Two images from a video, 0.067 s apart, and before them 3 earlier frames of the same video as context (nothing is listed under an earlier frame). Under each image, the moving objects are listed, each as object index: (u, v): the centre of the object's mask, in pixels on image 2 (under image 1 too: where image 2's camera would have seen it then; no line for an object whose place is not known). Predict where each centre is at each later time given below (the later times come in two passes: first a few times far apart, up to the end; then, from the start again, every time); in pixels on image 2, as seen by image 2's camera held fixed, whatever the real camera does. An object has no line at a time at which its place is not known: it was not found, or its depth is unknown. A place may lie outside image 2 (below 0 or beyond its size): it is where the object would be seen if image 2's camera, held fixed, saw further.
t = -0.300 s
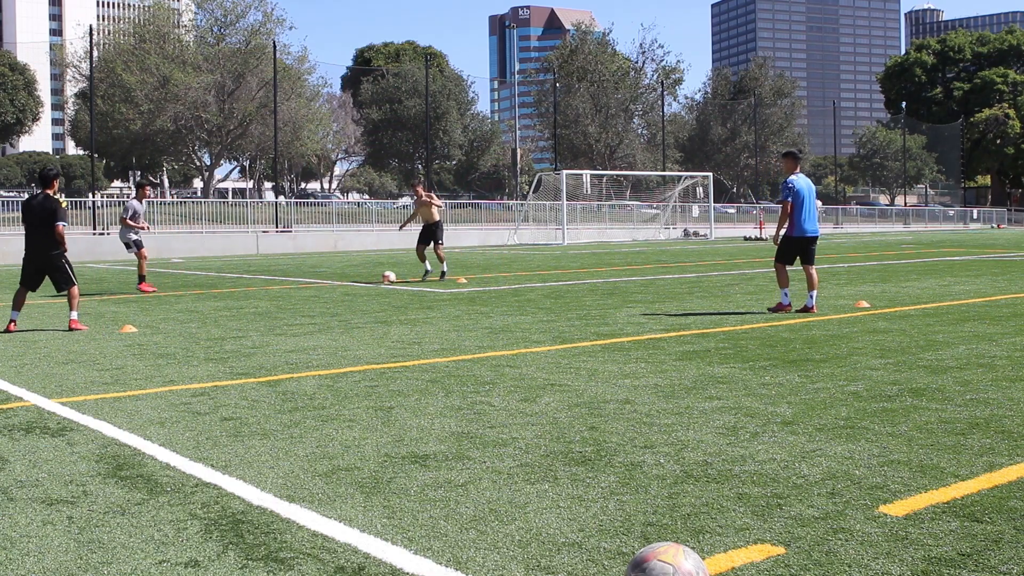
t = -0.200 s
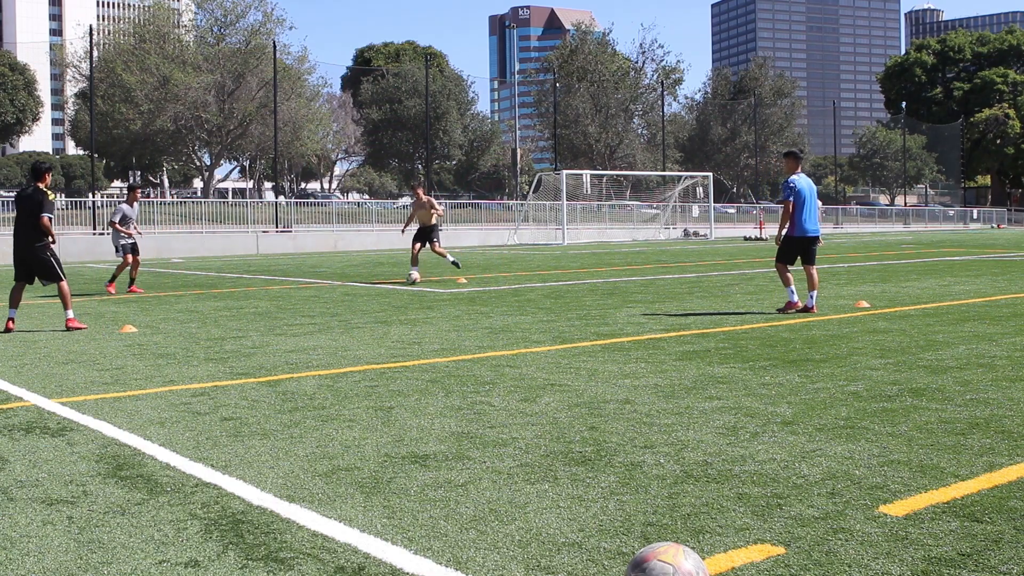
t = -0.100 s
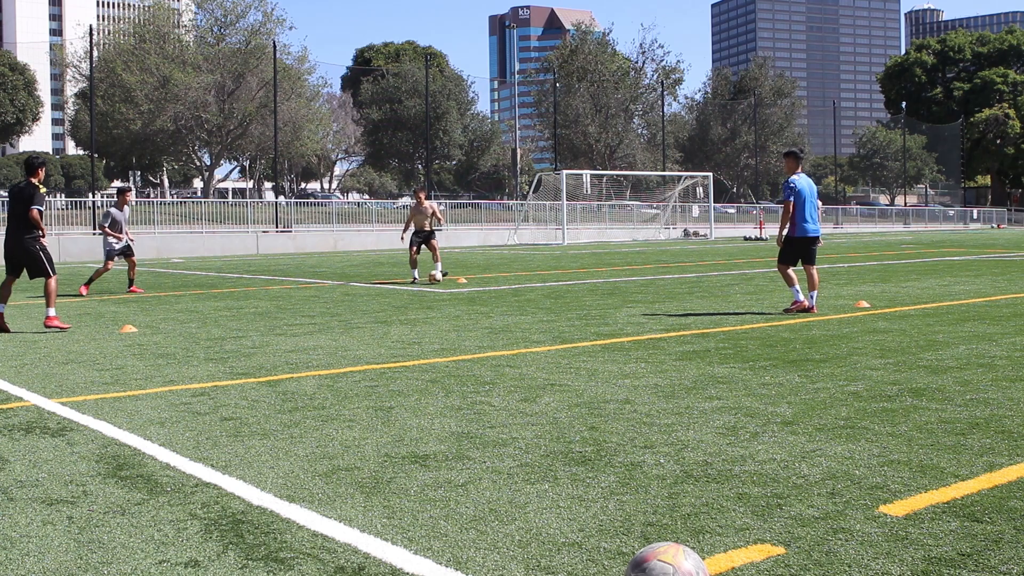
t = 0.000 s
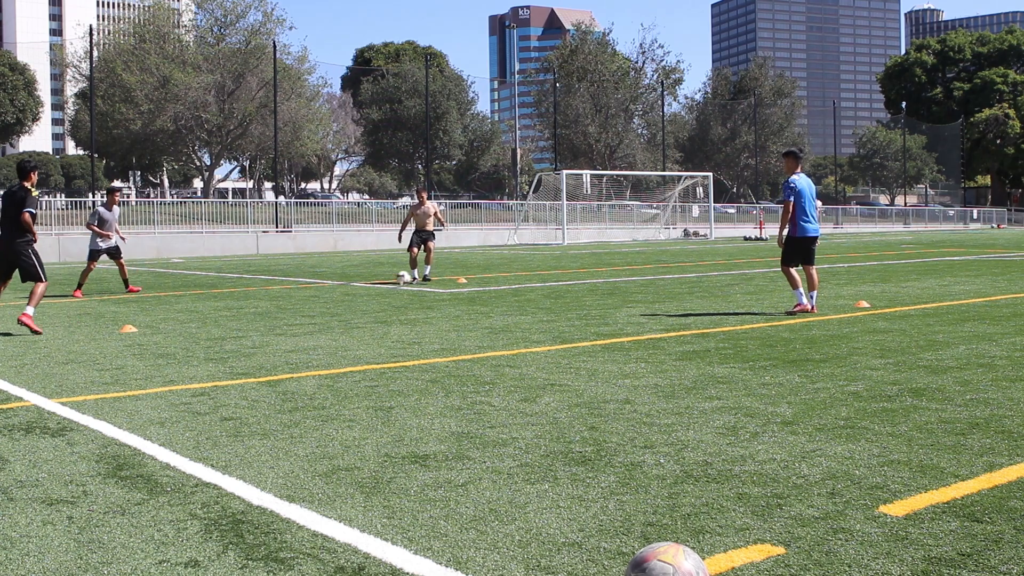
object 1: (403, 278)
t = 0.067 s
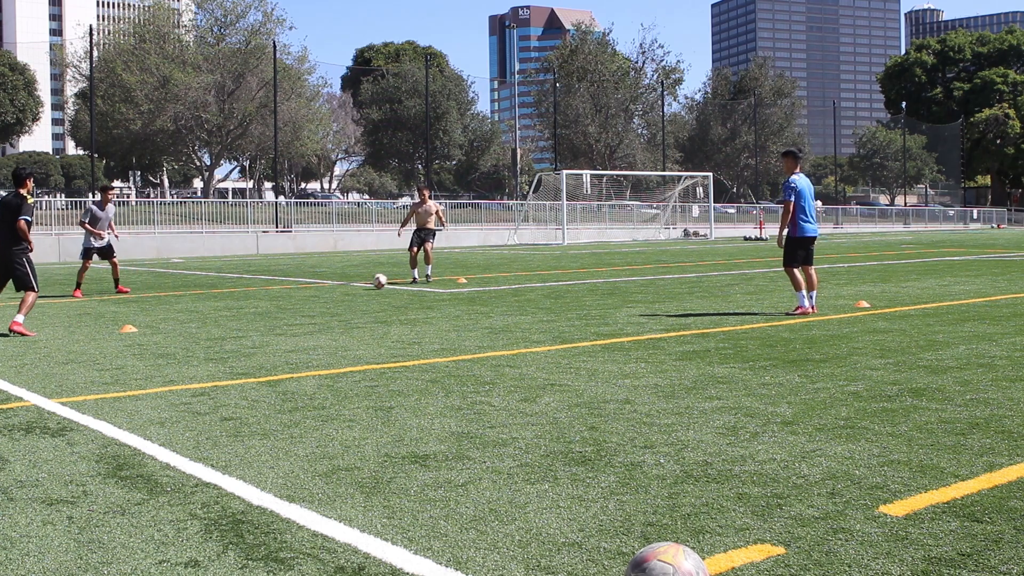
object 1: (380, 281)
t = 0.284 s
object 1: (306, 288)
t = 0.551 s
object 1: (220, 297)
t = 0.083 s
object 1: (374, 282)
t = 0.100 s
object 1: (368, 284)
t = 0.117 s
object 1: (362, 283)
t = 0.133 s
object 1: (356, 283)
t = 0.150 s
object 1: (351, 283)
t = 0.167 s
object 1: (345, 284)
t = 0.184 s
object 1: (340, 284)
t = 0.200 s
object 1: (333, 285)
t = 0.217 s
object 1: (328, 286)
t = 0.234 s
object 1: (322, 286)
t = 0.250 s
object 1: (316, 287)
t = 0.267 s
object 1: (311, 288)
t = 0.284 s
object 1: (306, 288)
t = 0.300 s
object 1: (300, 288)
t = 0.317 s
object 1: (294, 289)
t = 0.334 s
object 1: (289, 289)
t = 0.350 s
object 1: (284, 290)
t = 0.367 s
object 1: (278, 291)
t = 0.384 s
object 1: (272, 291)
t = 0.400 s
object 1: (267, 292)
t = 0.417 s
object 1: (262, 292)
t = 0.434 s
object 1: (257, 291)
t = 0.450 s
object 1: (252, 291)
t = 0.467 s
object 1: (247, 292)
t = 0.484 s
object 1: (241, 292)
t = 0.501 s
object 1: (236, 293)
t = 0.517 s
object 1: (230, 294)
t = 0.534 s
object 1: (225, 295)
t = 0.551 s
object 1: (220, 297)
